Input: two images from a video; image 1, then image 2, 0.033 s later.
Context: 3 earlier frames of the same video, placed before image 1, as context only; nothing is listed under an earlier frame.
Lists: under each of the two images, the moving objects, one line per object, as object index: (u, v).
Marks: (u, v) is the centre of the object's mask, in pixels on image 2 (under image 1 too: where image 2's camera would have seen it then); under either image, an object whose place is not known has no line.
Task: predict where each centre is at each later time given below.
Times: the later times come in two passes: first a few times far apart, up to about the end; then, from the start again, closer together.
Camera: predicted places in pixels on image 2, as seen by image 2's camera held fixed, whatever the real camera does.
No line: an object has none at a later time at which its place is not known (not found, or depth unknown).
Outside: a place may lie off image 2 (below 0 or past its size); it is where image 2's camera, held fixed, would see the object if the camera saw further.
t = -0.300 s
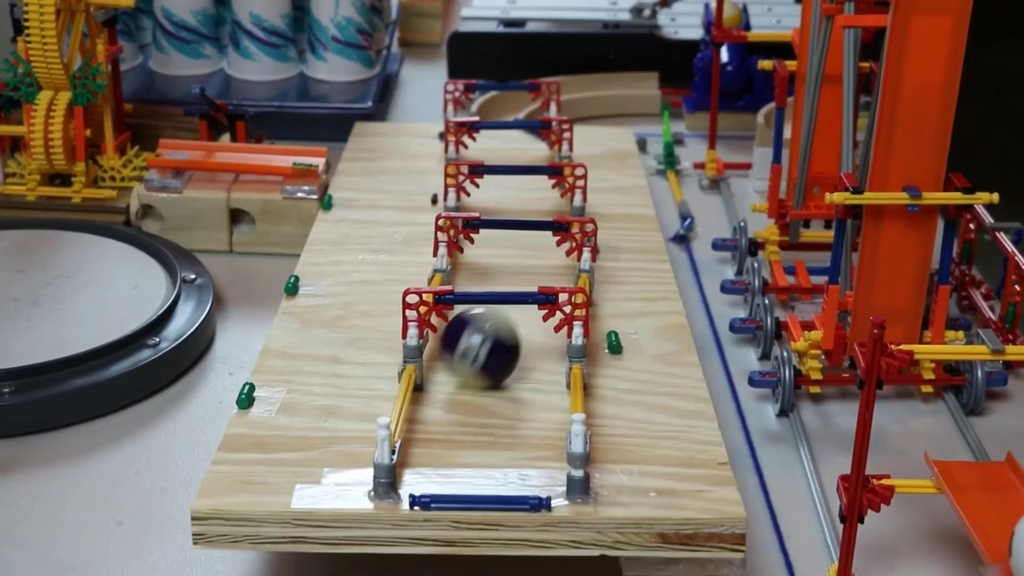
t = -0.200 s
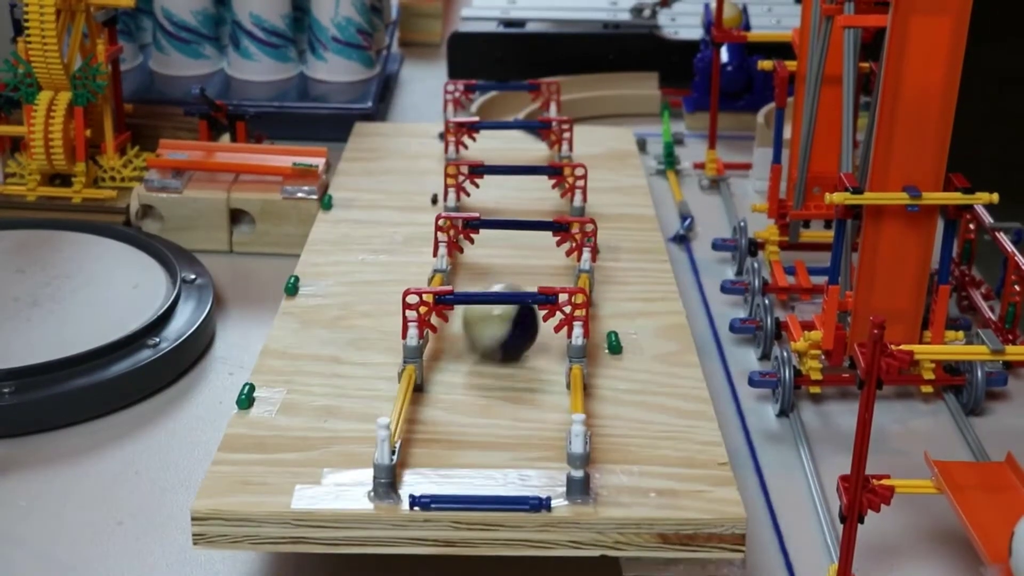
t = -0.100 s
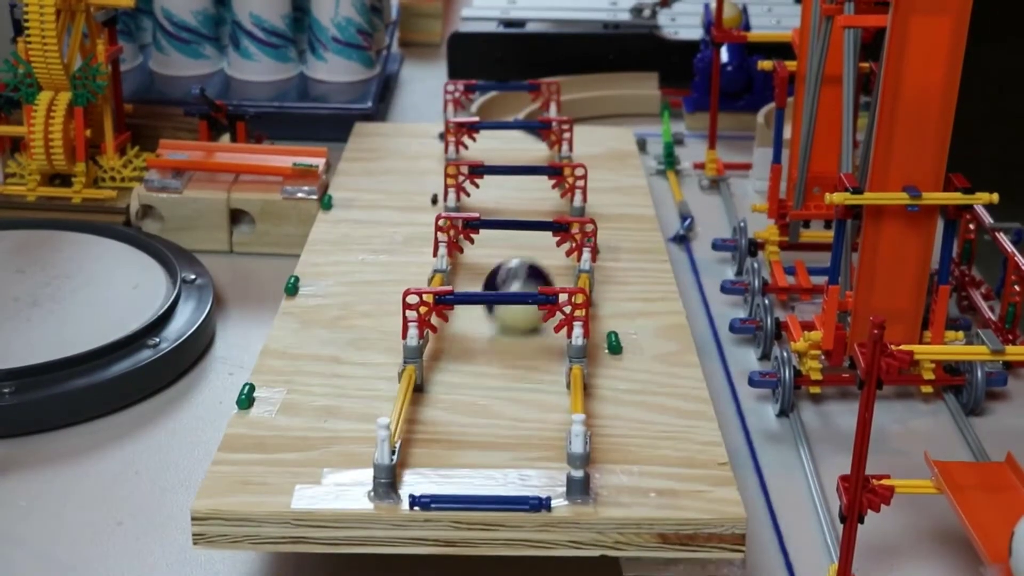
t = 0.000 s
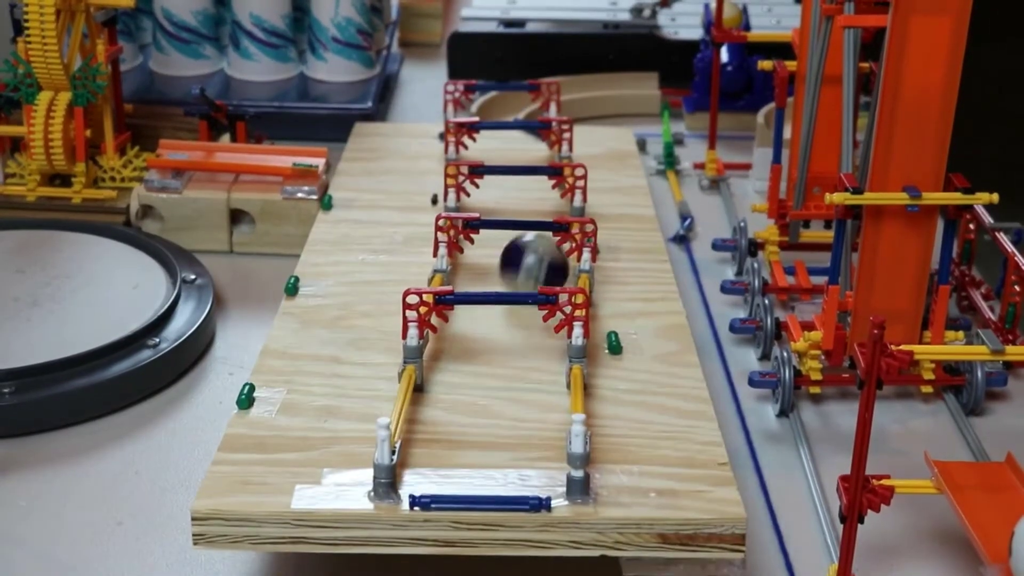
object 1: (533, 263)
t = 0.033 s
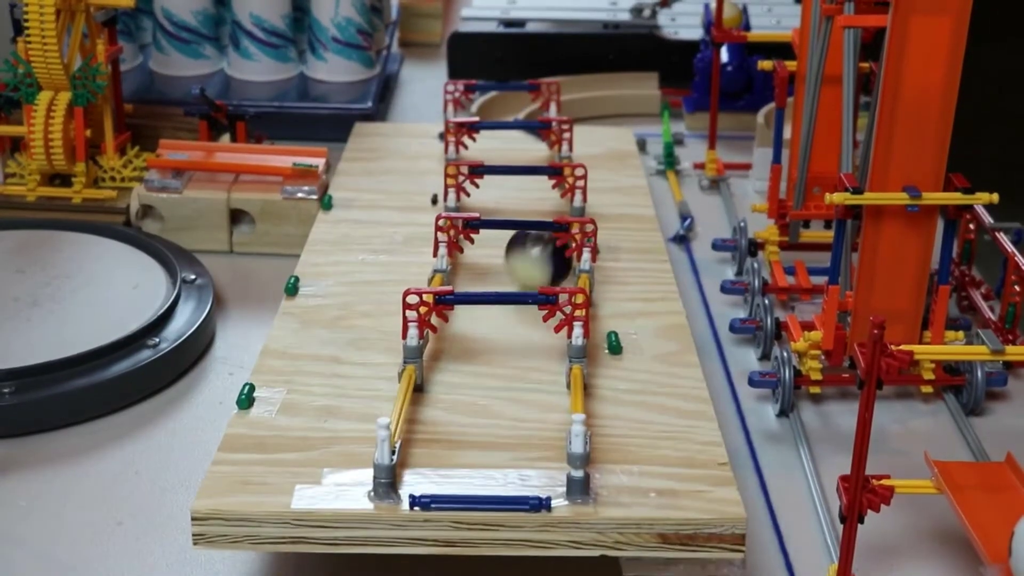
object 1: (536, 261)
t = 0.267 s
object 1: (523, 196)
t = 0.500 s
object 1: (490, 139)
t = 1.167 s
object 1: (663, 72)
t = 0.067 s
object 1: (539, 257)
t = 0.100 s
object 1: (539, 242)
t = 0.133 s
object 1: (539, 231)
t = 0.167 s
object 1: (538, 217)
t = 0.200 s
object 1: (534, 208)
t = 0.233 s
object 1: (528, 198)
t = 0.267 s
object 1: (523, 196)
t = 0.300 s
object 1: (517, 193)
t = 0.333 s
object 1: (512, 179)
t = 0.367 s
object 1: (508, 166)
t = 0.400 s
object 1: (502, 158)
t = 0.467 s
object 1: (494, 147)
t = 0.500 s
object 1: (490, 139)
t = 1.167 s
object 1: (663, 72)
